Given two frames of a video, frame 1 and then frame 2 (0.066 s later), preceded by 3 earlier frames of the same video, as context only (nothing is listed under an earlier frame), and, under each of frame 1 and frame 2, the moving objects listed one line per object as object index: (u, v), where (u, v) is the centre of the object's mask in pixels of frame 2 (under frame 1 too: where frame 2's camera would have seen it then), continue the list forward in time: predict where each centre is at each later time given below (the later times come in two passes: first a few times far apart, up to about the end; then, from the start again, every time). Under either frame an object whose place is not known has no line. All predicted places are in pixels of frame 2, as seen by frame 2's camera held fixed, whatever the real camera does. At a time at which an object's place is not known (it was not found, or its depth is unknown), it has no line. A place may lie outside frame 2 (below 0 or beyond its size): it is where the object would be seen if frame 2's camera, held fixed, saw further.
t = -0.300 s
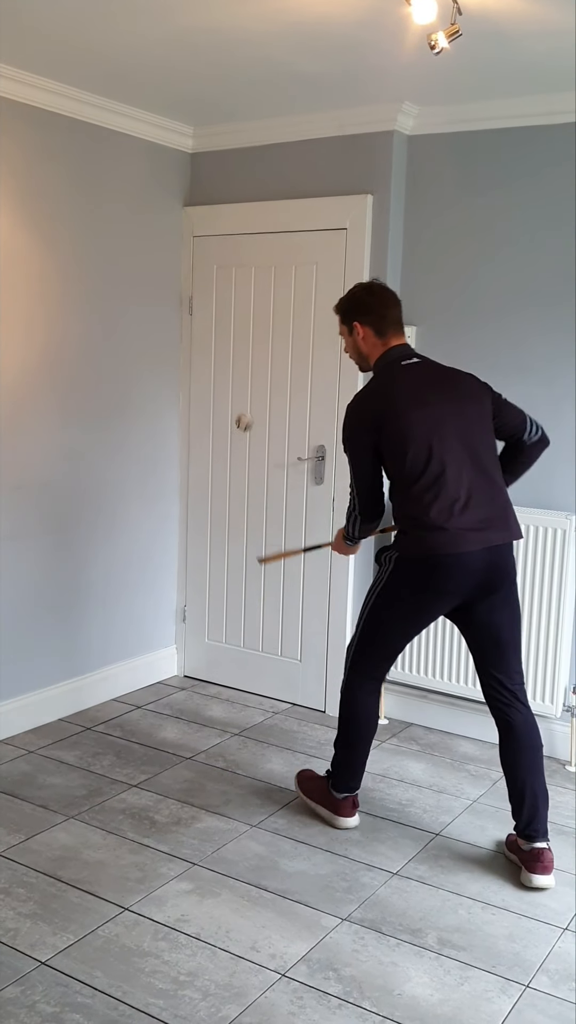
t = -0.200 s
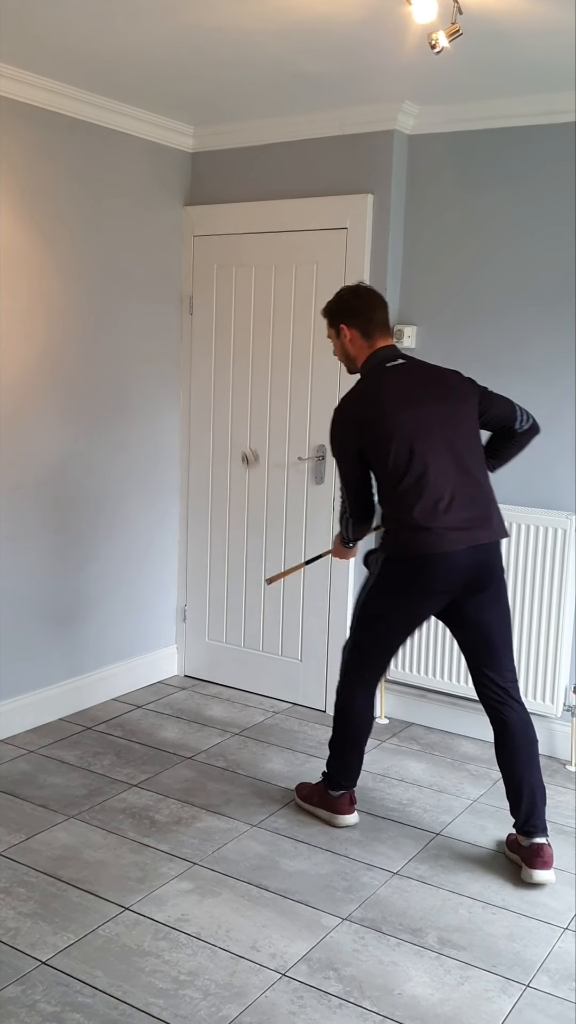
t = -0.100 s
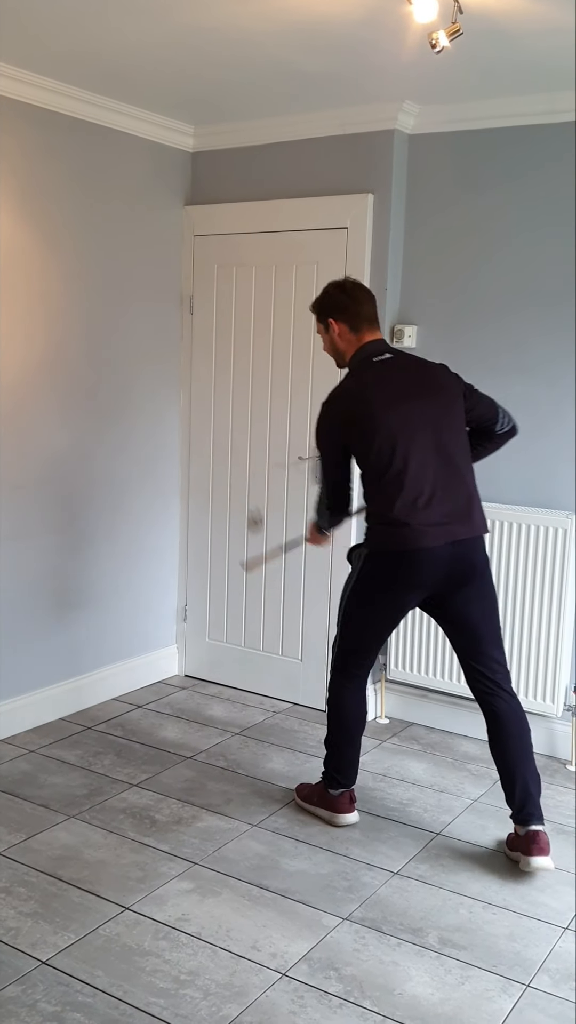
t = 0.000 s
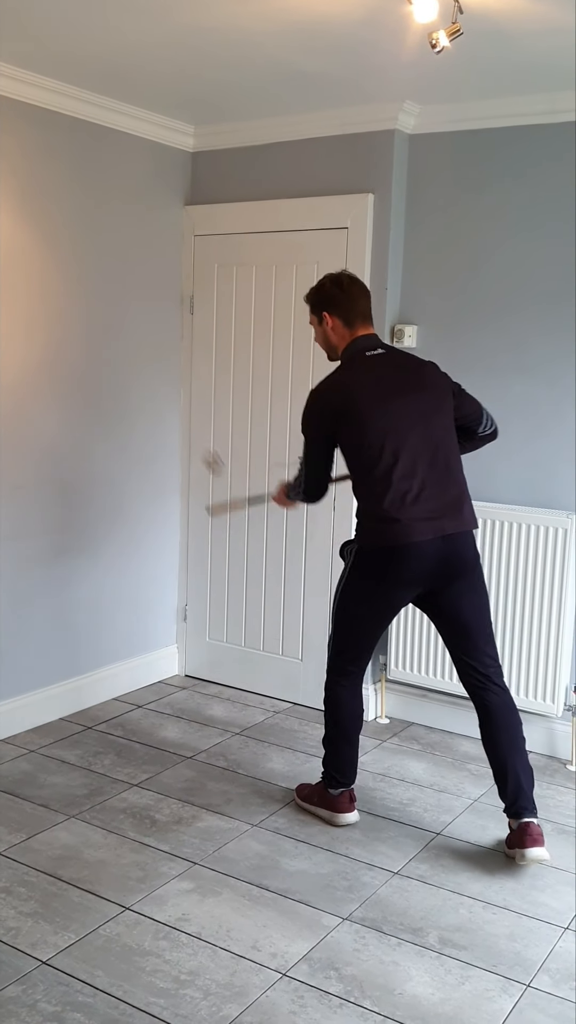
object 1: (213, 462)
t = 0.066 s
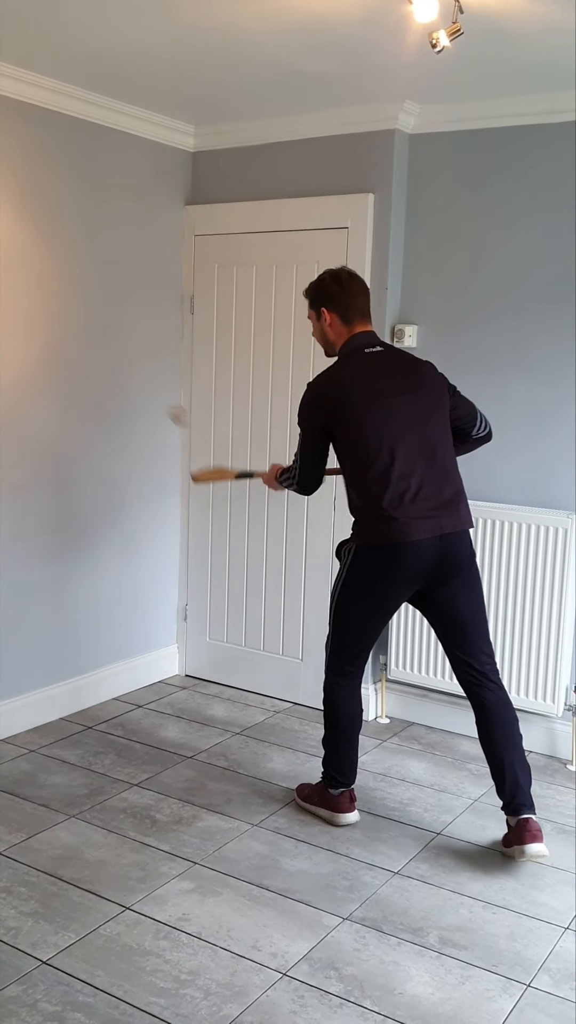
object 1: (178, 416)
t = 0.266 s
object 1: (86, 349)
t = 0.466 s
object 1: (144, 393)
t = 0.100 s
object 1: (160, 396)
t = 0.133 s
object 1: (143, 381)
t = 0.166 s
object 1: (126, 369)
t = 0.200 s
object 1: (110, 360)
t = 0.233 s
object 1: (92, 353)
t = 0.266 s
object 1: (86, 349)
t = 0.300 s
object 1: (96, 349)
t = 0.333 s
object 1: (106, 352)
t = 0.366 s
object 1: (115, 358)
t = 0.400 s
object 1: (125, 367)
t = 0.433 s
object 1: (135, 379)
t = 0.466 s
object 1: (144, 393)
